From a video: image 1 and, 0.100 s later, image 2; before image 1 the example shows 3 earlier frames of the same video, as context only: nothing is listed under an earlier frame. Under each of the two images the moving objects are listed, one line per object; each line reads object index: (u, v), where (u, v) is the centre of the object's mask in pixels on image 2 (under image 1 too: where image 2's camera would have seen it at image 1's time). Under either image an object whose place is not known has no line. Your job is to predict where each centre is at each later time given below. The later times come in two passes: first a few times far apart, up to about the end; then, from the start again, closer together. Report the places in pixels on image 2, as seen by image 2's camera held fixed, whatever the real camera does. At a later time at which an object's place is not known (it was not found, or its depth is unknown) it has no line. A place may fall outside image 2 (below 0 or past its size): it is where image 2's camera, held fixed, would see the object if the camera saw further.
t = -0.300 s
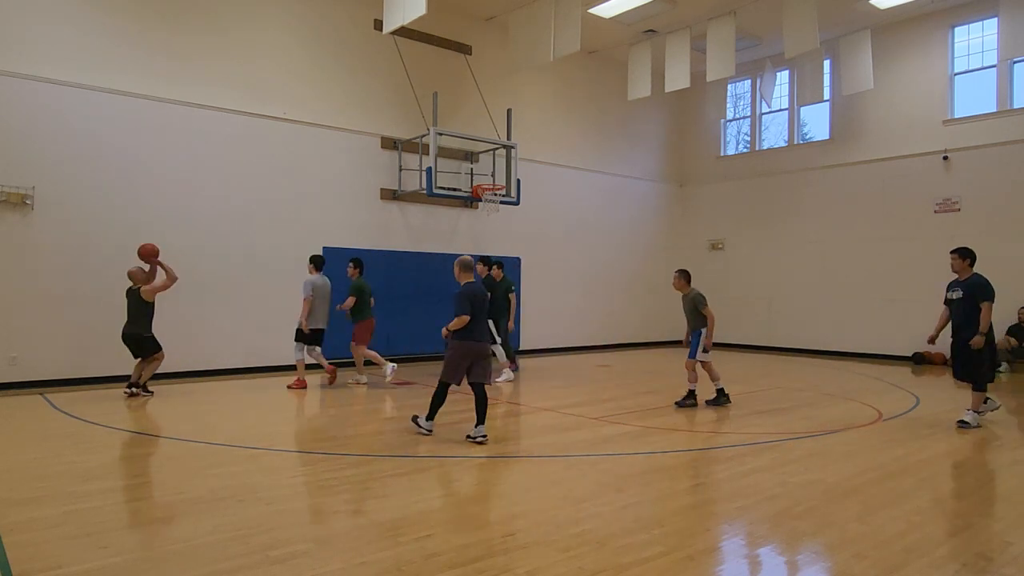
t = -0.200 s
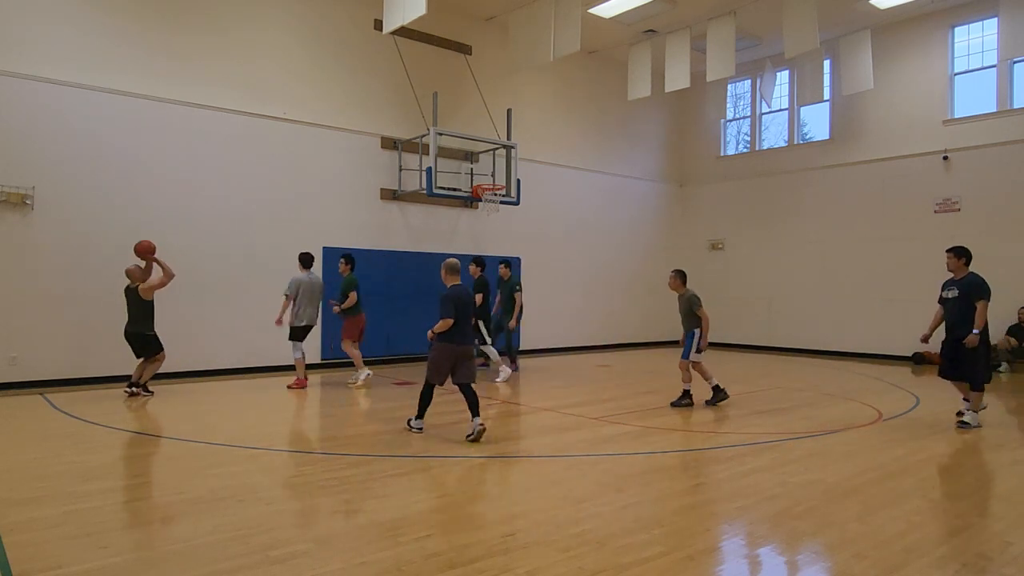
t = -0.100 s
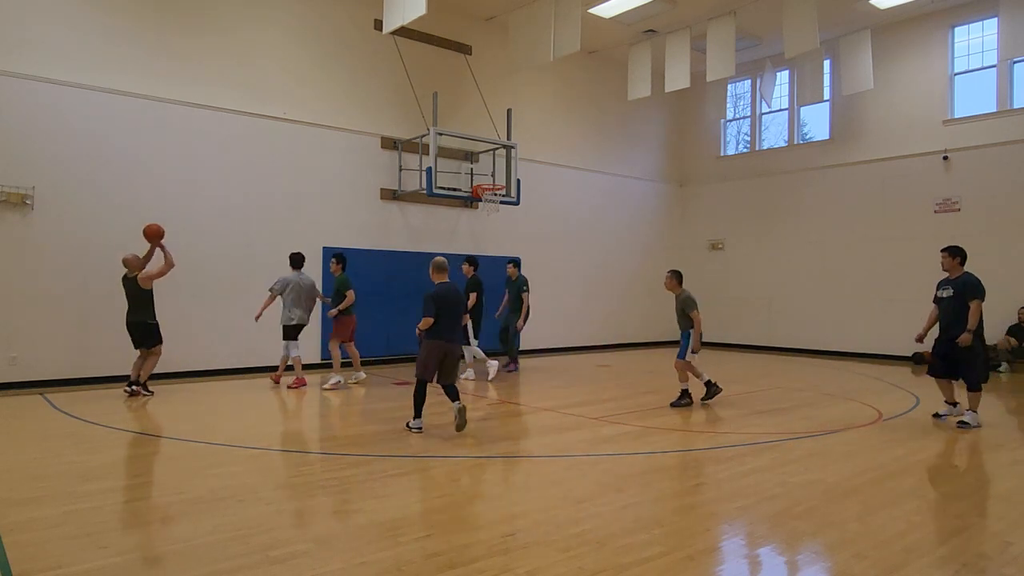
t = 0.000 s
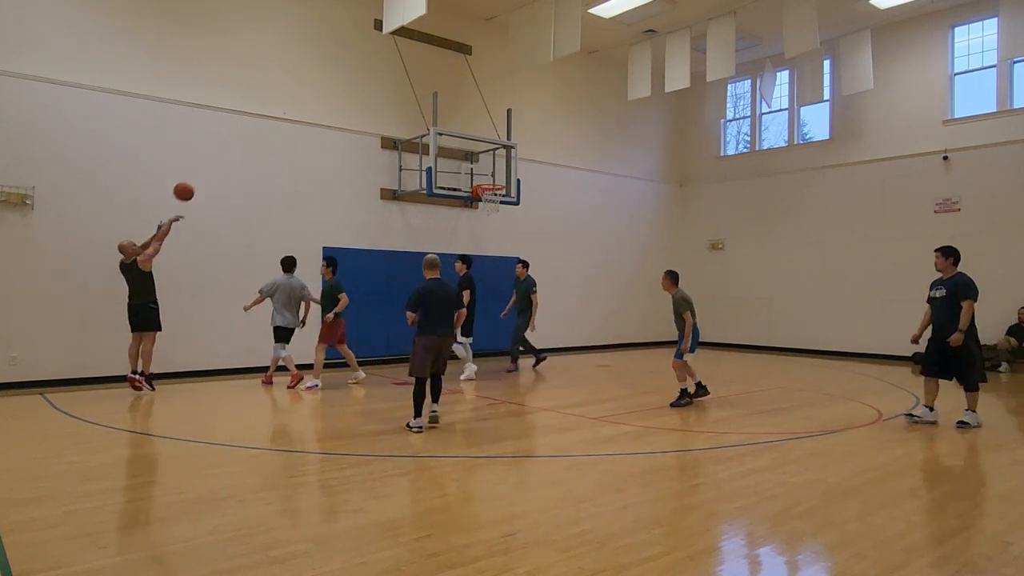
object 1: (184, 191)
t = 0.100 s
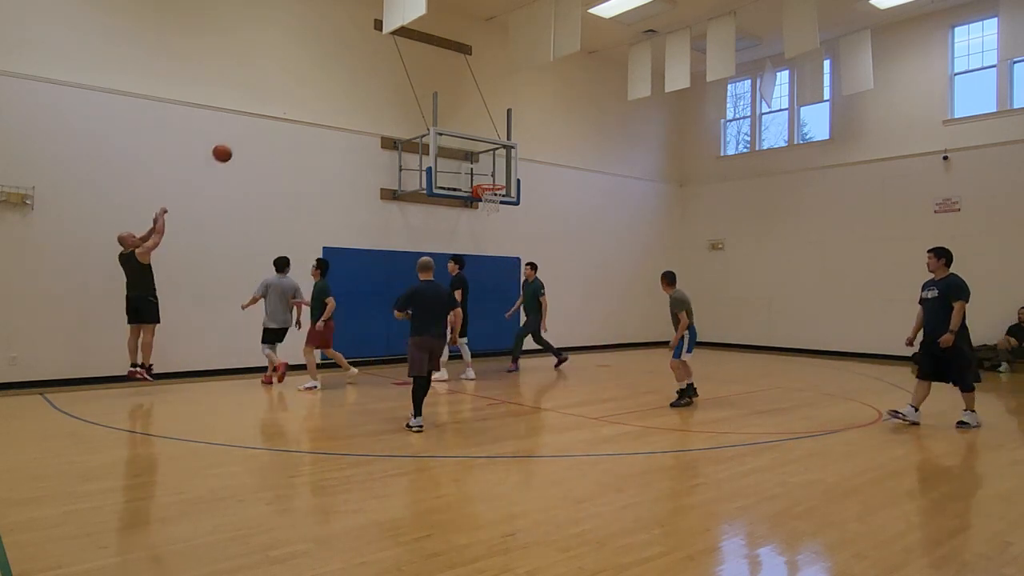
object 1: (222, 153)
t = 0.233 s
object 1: (269, 116)
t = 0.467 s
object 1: (341, 89)
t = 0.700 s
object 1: (403, 99)
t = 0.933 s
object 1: (456, 141)
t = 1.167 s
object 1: (498, 193)
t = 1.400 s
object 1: (480, 222)
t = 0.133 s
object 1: (234, 142)
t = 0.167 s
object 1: (246, 133)
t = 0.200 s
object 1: (257, 124)
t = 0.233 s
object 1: (269, 116)
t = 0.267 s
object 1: (280, 110)
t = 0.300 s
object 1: (291, 104)
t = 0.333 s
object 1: (301, 99)
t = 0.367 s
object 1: (312, 95)
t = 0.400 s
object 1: (322, 93)
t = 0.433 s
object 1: (332, 91)
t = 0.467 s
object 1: (341, 89)
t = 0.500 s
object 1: (351, 88)
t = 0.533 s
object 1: (360, 88)
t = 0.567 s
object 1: (369, 89)
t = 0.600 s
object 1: (378, 91)
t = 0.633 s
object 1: (387, 93)
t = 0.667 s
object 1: (395, 96)
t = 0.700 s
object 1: (403, 99)
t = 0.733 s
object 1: (411, 103)
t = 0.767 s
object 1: (419, 108)
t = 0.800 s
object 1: (427, 114)
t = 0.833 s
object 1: (435, 120)
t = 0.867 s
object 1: (442, 127)
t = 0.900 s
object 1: (449, 133)
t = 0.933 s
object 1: (456, 141)
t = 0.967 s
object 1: (463, 148)
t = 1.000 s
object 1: (470, 157)
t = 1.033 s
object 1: (477, 166)
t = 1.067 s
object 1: (483, 176)
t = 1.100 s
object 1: (490, 185)
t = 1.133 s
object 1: (496, 187)
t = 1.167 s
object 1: (498, 193)
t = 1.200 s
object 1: (497, 195)
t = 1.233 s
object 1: (493, 198)
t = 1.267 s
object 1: (491, 204)
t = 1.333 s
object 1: (485, 211)
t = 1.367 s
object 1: (483, 216)
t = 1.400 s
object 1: (480, 222)
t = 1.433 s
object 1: (477, 228)
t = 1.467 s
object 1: (475, 235)
